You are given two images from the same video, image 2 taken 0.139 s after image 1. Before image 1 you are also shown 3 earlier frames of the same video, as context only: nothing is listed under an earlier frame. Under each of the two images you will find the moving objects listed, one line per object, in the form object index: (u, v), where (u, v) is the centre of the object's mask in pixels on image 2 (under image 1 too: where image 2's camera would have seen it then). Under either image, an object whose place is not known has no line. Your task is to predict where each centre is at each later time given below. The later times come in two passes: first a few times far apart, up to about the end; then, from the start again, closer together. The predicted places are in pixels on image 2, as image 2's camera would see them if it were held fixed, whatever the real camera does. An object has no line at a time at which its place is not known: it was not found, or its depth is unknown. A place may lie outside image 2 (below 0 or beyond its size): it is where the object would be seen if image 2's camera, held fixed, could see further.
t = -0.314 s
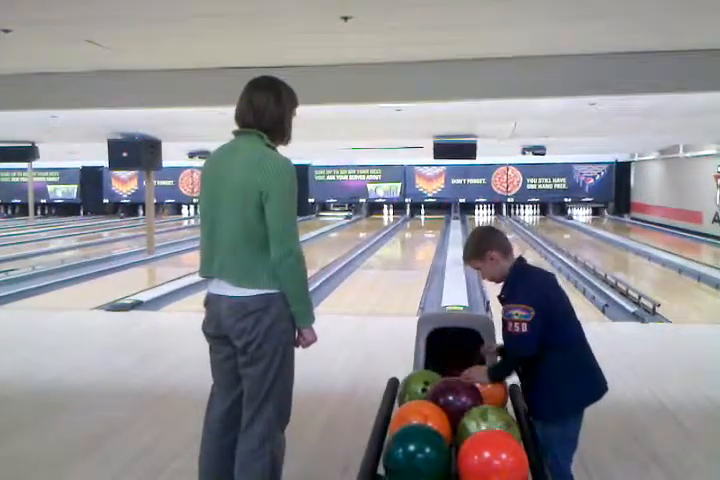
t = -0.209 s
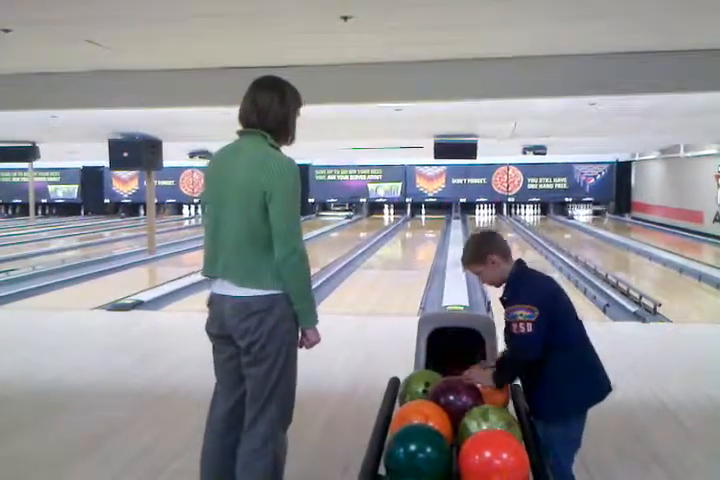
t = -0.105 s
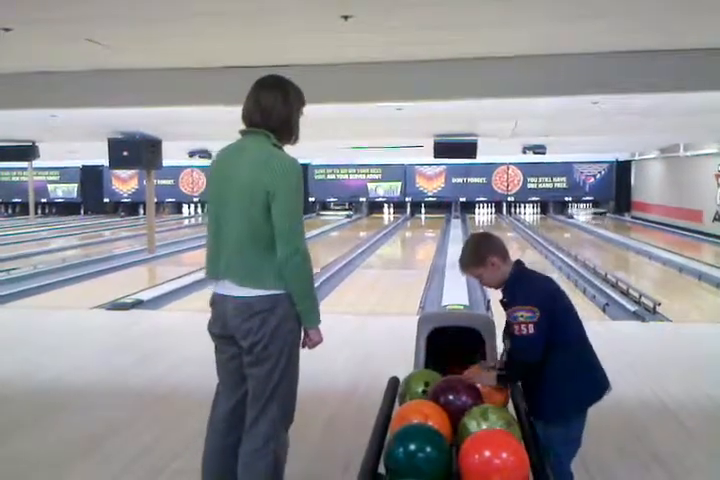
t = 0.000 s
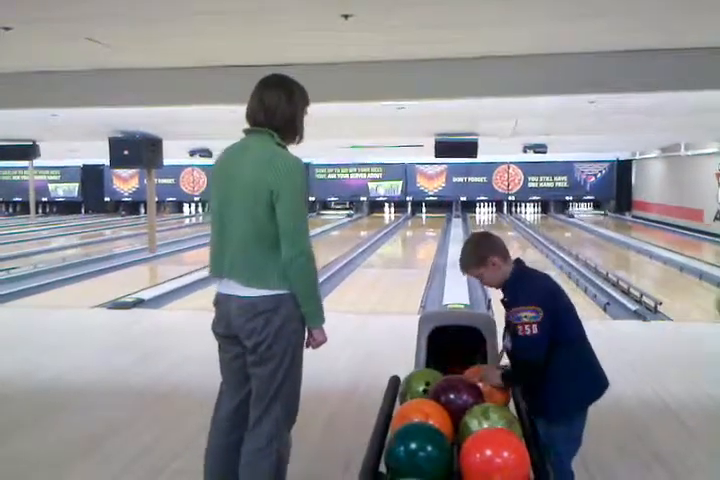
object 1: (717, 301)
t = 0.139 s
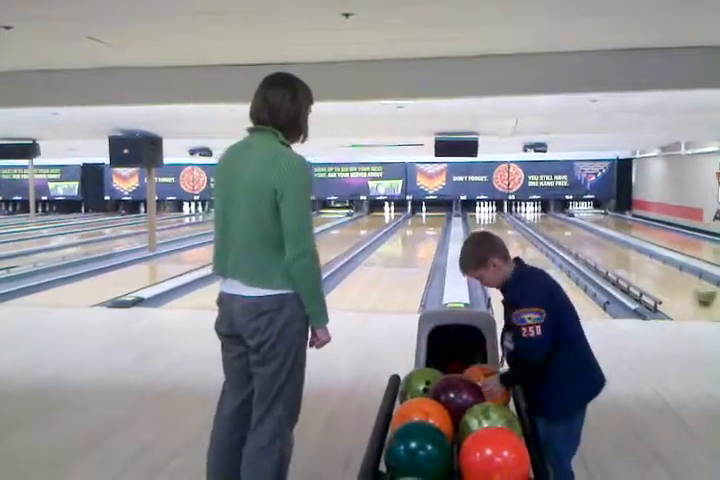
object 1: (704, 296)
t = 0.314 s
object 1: (678, 286)
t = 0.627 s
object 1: (642, 272)
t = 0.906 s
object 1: (616, 264)
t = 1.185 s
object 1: (599, 256)
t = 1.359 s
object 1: (595, 254)
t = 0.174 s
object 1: (694, 294)
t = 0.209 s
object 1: (690, 290)
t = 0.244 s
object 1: (685, 289)
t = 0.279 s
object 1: (681, 287)
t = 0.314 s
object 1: (678, 286)
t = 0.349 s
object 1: (672, 284)
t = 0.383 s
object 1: (668, 283)
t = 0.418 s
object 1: (664, 282)
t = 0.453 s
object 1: (660, 280)
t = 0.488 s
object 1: (656, 279)
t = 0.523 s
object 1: (653, 277)
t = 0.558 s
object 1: (649, 274)
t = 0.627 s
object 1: (642, 272)
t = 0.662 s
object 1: (637, 270)
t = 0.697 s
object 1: (635, 270)
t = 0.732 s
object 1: (632, 269)
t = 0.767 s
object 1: (628, 267)
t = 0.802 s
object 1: (625, 265)
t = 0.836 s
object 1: (623, 265)
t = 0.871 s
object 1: (620, 263)
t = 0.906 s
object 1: (616, 264)
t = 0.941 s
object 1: (612, 263)
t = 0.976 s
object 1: (610, 263)
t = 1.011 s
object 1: (608, 262)
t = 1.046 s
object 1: (607, 262)
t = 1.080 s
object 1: (604, 261)
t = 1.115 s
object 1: (601, 257)
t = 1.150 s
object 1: (599, 256)
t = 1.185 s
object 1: (599, 256)
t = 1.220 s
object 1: (597, 255)
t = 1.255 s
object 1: (595, 254)
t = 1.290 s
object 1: (595, 254)
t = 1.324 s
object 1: (595, 254)
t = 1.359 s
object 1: (595, 254)
